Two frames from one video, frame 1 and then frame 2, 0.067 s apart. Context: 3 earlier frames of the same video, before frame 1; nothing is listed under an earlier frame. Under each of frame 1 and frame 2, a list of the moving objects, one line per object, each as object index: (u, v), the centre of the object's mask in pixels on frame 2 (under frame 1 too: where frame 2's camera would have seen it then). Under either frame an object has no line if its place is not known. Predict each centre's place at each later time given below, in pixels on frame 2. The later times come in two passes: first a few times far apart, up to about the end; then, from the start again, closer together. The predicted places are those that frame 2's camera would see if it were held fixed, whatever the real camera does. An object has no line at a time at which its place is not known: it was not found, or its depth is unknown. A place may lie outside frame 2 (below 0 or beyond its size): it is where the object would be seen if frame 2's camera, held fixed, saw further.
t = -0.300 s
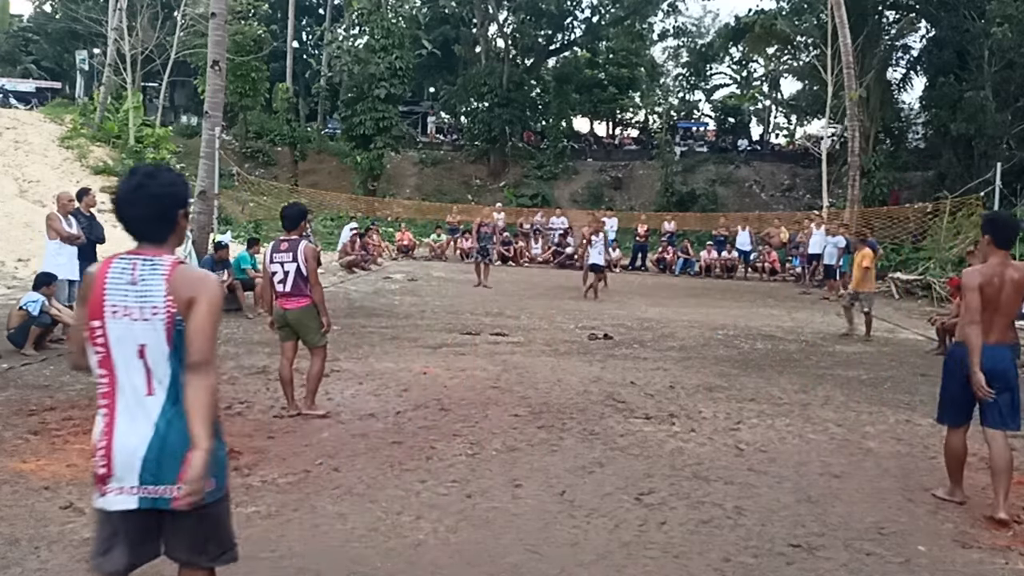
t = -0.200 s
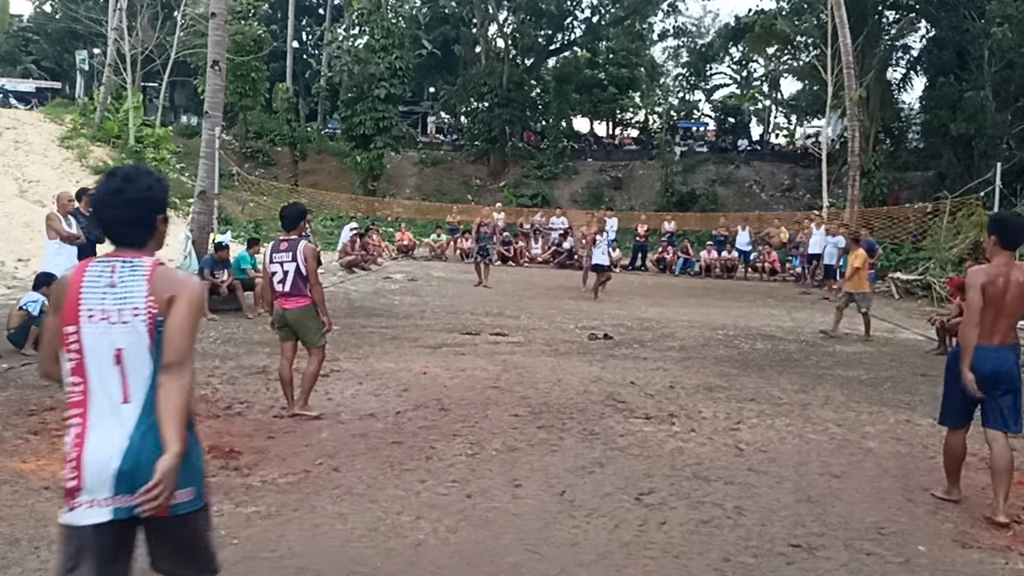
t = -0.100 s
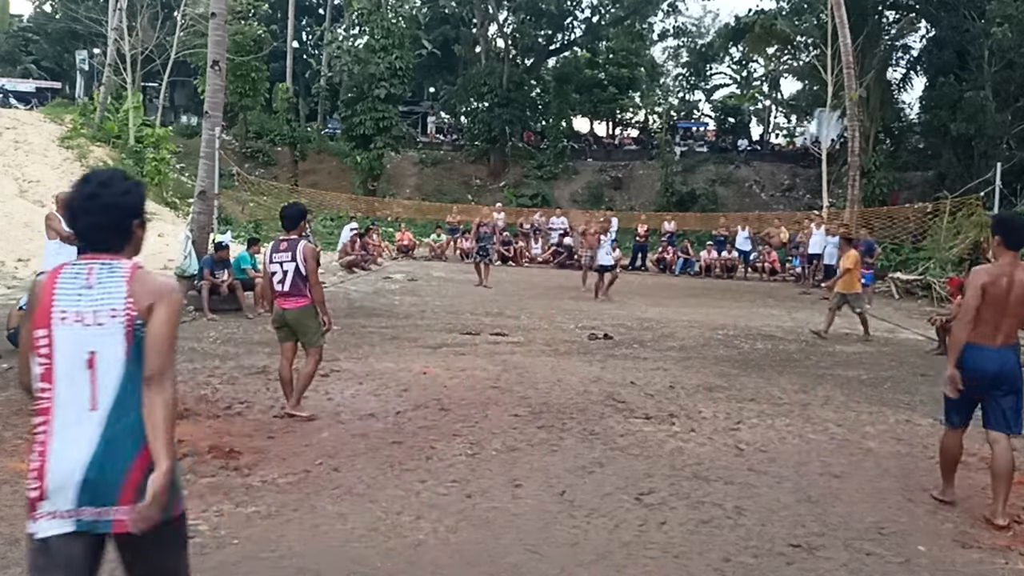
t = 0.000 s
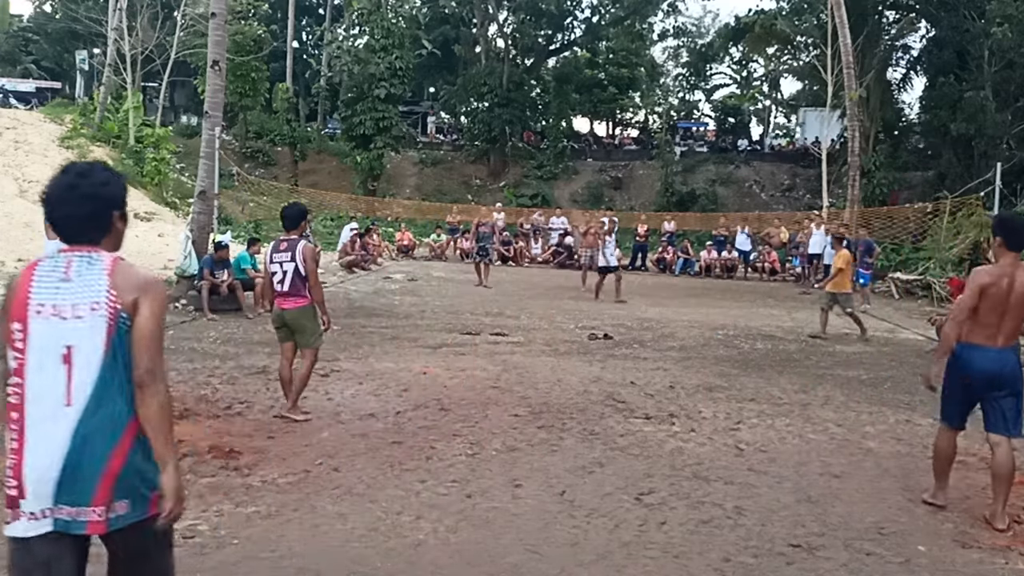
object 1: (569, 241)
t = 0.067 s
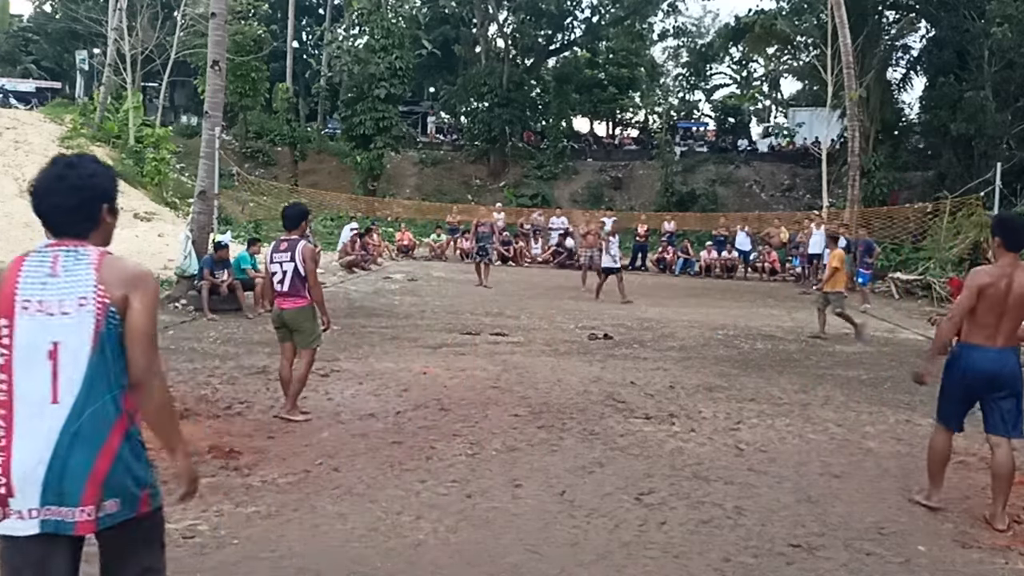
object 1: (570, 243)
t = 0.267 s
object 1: (570, 269)
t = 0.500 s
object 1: (571, 332)
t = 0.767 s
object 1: (574, 309)
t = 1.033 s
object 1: (576, 358)
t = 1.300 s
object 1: (576, 387)
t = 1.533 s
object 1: (573, 456)
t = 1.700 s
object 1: (571, 507)
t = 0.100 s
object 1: (570, 246)
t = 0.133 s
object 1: (570, 249)
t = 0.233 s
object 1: (571, 263)
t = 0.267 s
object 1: (570, 269)
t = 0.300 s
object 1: (571, 276)
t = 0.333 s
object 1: (571, 286)
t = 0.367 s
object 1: (571, 296)
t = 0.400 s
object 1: (570, 307)
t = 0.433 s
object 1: (570, 321)
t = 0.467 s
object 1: (571, 334)
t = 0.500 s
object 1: (571, 332)
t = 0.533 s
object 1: (571, 326)
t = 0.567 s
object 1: (572, 321)
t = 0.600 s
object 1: (573, 317)
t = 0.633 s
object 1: (573, 313)
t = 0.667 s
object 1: (573, 311)
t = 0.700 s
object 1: (574, 309)
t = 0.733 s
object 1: (574, 309)
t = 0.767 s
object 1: (574, 309)
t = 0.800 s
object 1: (575, 310)
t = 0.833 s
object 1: (575, 313)
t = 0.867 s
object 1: (575, 316)
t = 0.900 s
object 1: (575, 321)
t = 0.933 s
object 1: (576, 328)
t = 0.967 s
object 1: (576, 336)
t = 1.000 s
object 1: (576, 346)
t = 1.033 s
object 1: (576, 358)
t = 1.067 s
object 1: (577, 371)
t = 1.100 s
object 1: (577, 388)
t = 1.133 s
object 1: (577, 395)
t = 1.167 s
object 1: (577, 390)
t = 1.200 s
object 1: (576, 387)
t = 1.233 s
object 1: (577, 385)
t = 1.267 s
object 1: (576, 385)
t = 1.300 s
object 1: (576, 387)
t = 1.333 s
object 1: (576, 389)
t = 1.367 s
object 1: (575, 394)
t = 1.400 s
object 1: (575, 401)
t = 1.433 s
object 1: (575, 411)
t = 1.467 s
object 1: (574, 423)
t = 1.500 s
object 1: (574, 438)
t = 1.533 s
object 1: (573, 456)
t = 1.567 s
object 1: (573, 480)
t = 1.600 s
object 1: (572, 503)
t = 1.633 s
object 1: (572, 504)
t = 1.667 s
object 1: (572, 504)
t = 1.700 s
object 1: (571, 507)
